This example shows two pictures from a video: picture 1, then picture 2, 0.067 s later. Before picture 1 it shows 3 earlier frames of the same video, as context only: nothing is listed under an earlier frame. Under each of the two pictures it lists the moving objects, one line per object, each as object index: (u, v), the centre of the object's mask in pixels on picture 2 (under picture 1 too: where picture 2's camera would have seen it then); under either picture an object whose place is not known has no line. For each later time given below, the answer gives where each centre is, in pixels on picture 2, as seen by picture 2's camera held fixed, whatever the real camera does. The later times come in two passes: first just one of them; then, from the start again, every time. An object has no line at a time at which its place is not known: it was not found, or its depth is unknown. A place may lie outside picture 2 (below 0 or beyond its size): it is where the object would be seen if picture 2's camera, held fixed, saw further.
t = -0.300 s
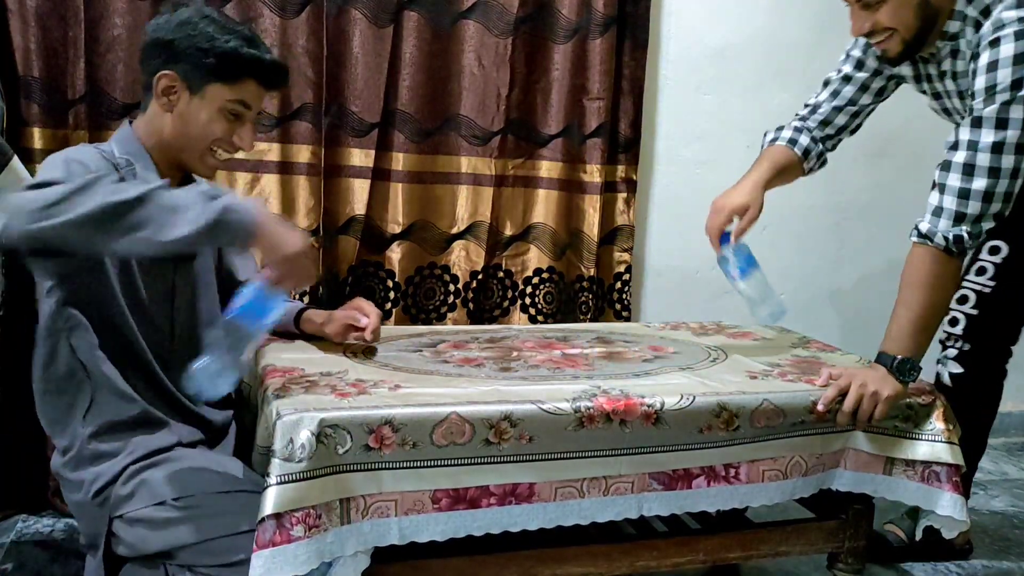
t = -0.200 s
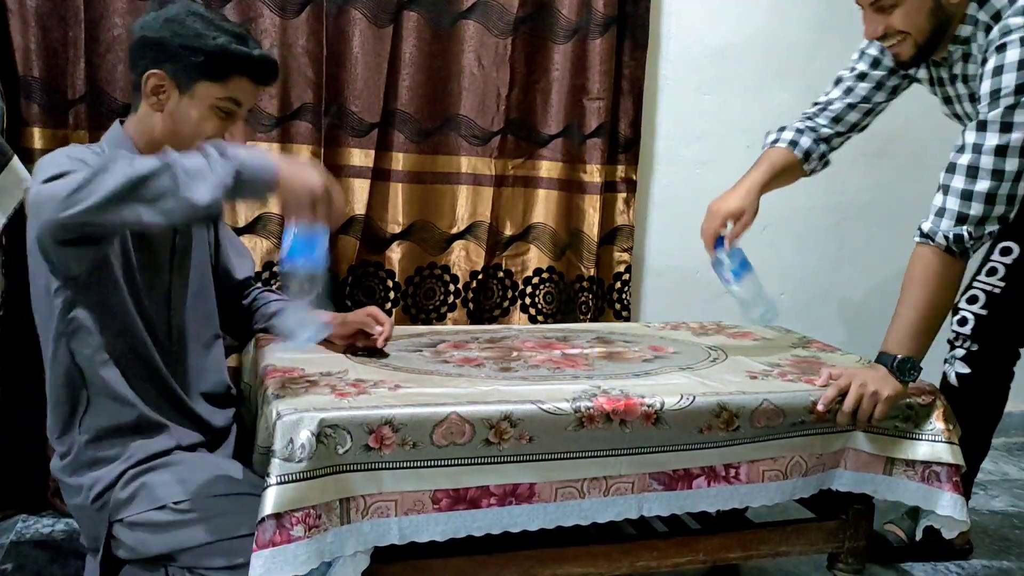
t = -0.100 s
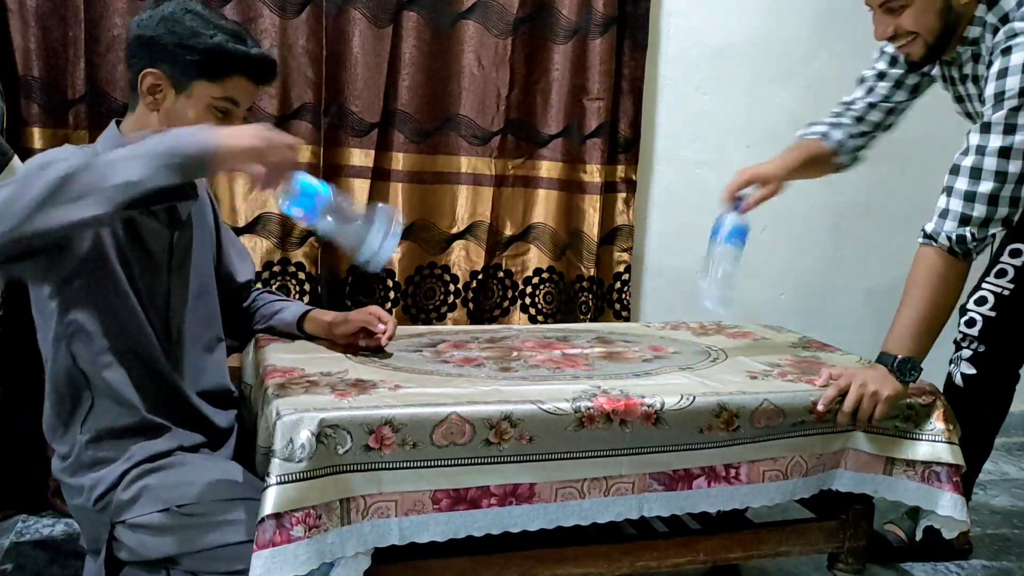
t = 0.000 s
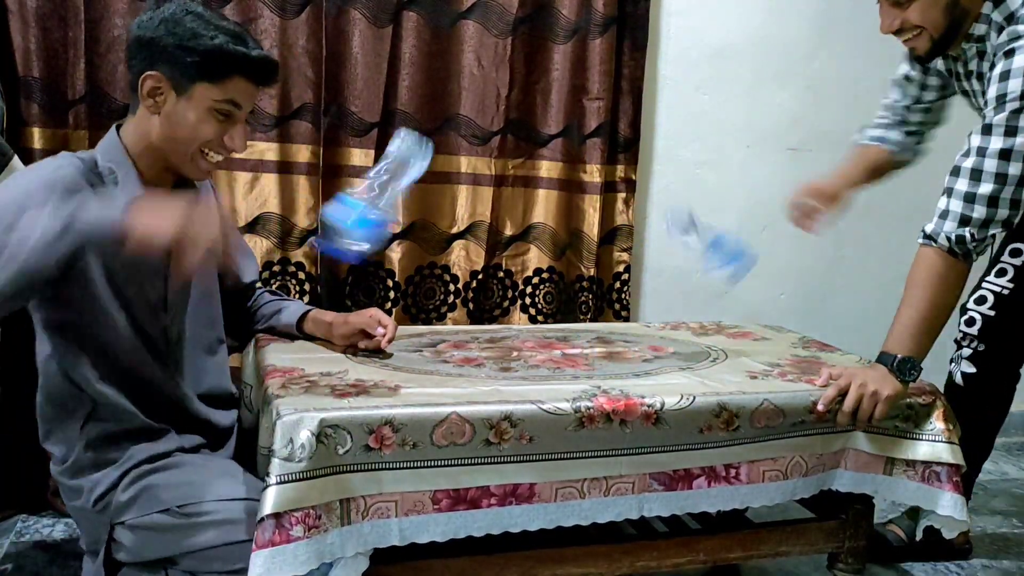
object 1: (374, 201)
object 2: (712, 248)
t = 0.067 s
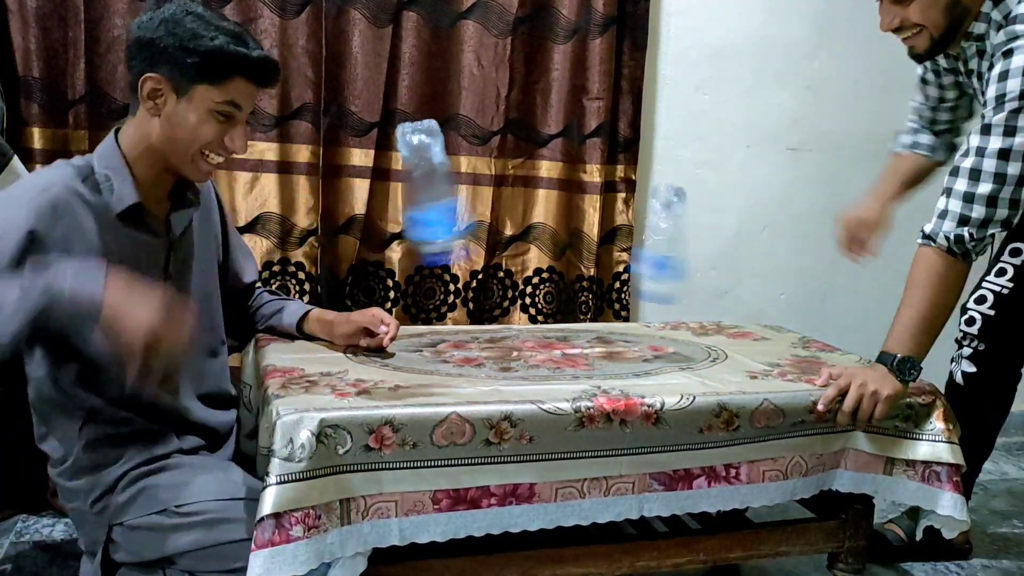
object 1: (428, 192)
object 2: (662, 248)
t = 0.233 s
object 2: (595, 245)
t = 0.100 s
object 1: (457, 189)
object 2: (635, 238)
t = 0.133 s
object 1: (472, 184)
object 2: (615, 231)
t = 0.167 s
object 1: (480, 187)
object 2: (607, 224)
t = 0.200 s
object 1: (487, 200)
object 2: (600, 229)
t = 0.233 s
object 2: (595, 245)
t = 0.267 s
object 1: (491, 251)
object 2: (588, 266)
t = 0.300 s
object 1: (485, 302)
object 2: (583, 299)
